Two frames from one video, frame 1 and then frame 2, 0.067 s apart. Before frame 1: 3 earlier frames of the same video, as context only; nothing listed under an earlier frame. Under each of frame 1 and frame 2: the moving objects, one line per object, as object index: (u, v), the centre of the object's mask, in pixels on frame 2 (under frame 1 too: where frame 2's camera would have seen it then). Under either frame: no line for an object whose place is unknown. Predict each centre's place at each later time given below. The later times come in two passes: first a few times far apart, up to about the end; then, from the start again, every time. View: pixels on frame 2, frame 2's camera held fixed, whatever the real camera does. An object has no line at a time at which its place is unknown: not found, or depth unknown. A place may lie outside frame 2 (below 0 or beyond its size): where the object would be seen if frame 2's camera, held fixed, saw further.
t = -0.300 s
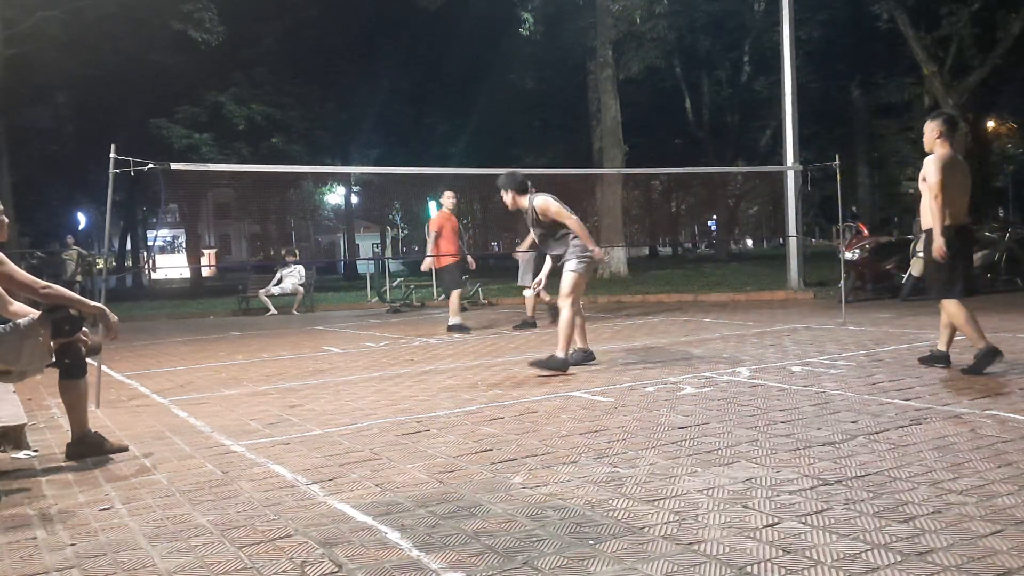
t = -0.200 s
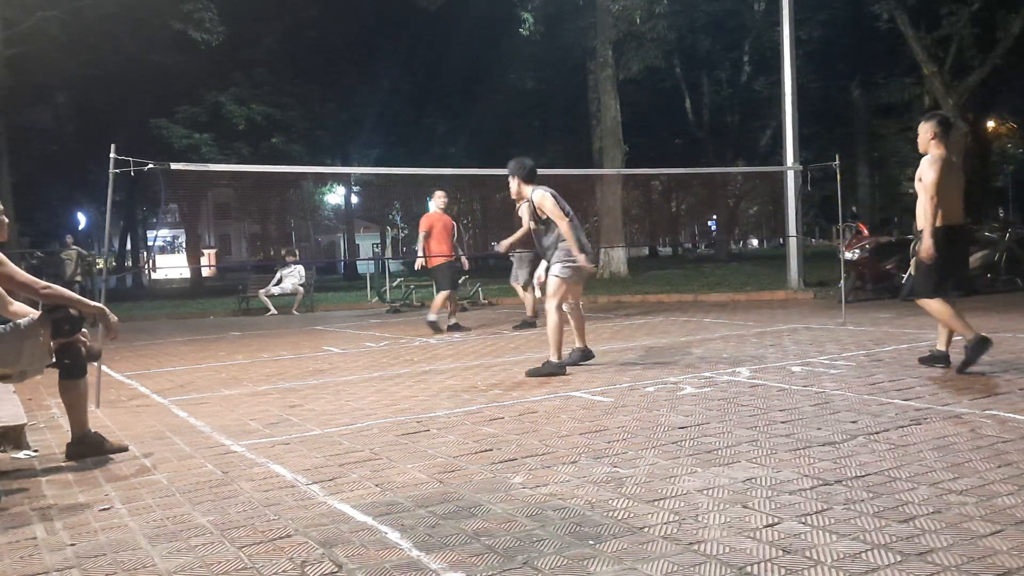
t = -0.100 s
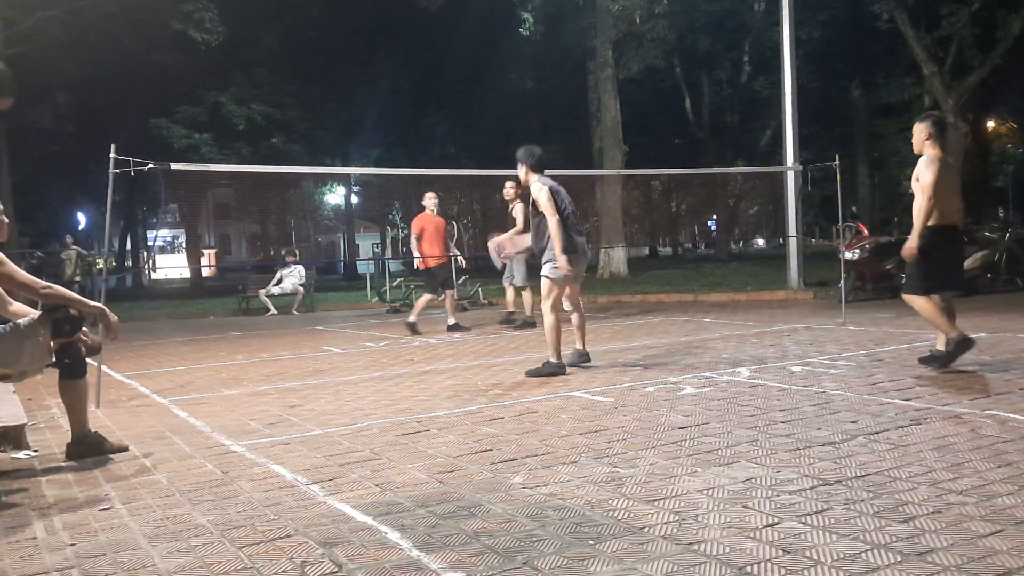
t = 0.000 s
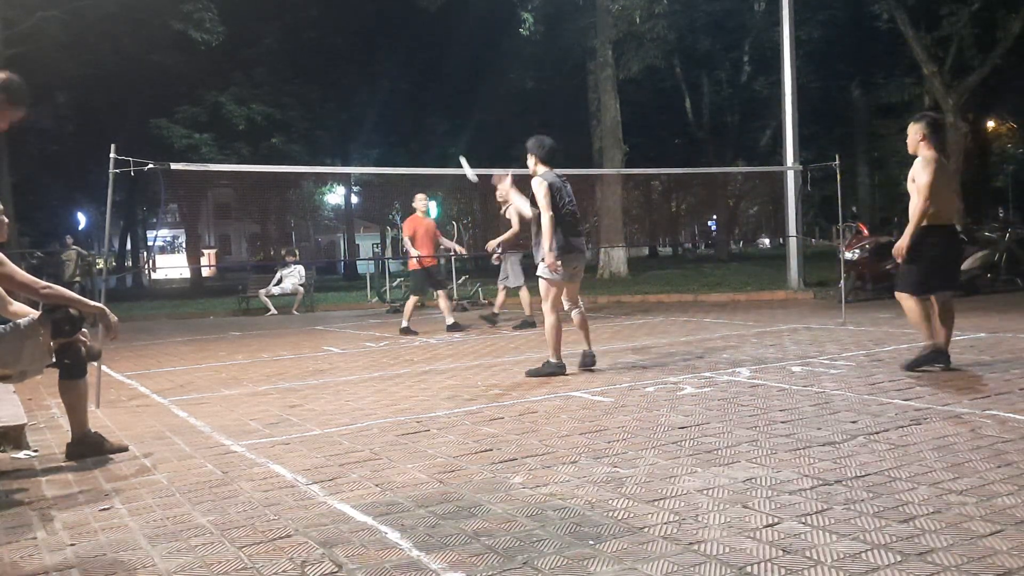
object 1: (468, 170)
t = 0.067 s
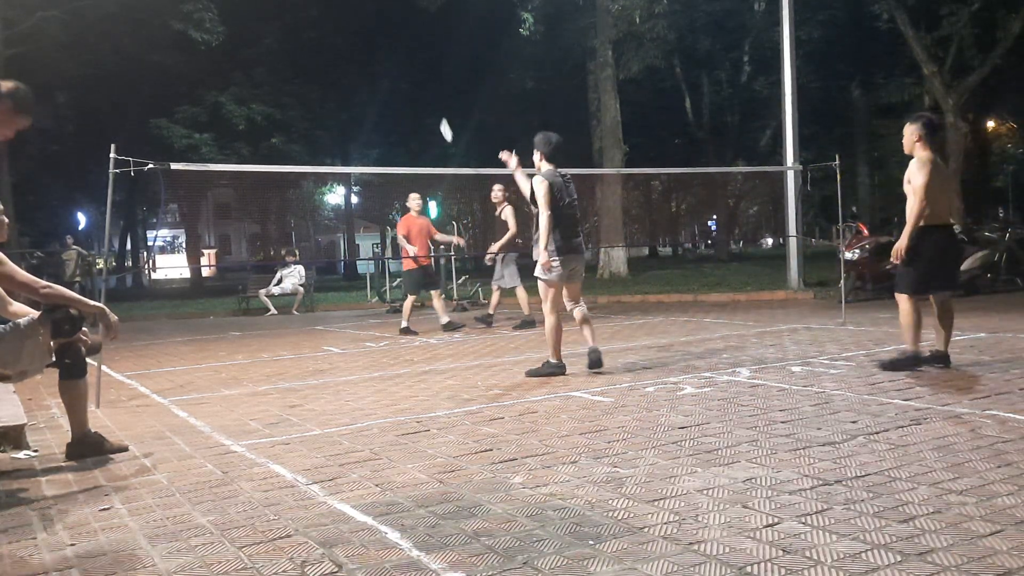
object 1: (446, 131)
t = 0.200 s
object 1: (423, 74)
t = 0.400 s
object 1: (386, 33)
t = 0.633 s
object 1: (355, 48)
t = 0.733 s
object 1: (344, 67)
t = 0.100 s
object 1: (439, 115)
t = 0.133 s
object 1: (433, 100)
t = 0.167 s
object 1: (428, 86)
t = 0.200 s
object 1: (423, 74)
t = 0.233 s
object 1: (416, 62)
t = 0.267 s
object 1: (410, 53)
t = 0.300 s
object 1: (404, 46)
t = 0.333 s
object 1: (397, 40)
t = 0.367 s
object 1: (391, 35)
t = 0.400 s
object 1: (386, 33)
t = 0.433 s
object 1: (381, 32)
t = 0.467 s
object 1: (376, 32)
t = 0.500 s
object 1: (371, 33)
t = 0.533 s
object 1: (367, 34)
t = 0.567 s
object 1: (363, 38)
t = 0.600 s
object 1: (359, 42)
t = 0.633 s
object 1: (355, 48)
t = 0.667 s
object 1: (351, 54)
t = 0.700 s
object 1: (347, 60)
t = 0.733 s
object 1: (344, 67)
